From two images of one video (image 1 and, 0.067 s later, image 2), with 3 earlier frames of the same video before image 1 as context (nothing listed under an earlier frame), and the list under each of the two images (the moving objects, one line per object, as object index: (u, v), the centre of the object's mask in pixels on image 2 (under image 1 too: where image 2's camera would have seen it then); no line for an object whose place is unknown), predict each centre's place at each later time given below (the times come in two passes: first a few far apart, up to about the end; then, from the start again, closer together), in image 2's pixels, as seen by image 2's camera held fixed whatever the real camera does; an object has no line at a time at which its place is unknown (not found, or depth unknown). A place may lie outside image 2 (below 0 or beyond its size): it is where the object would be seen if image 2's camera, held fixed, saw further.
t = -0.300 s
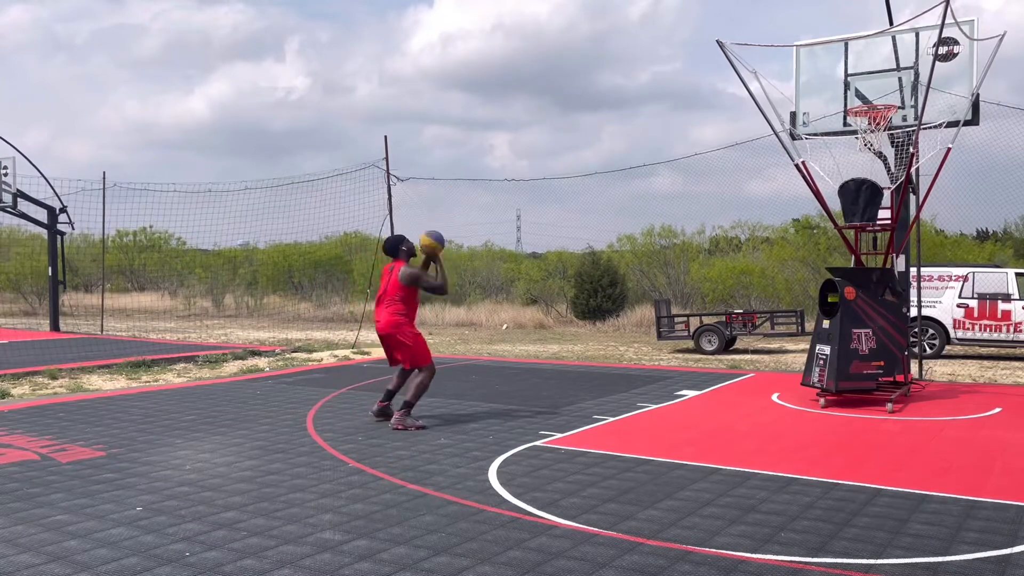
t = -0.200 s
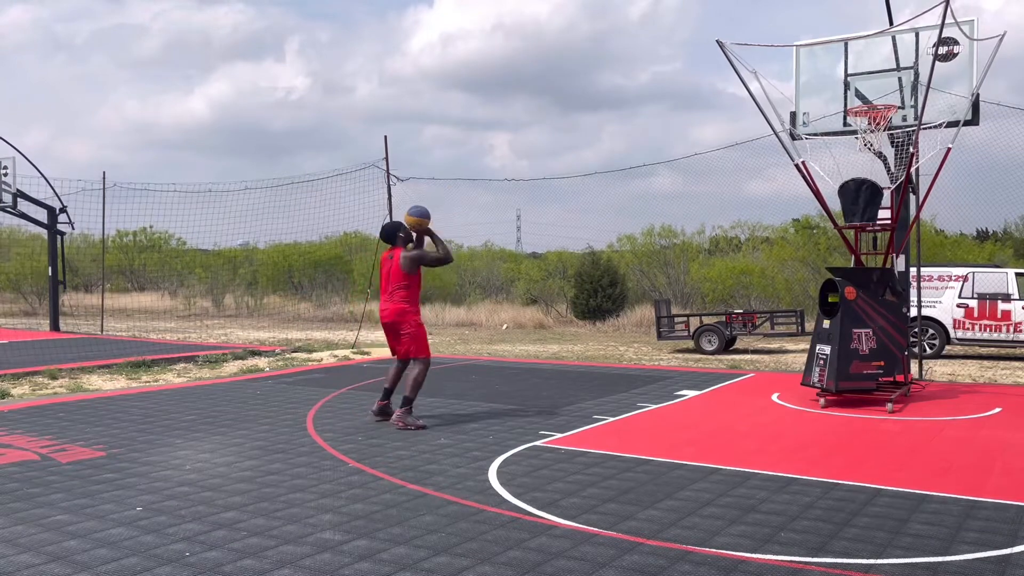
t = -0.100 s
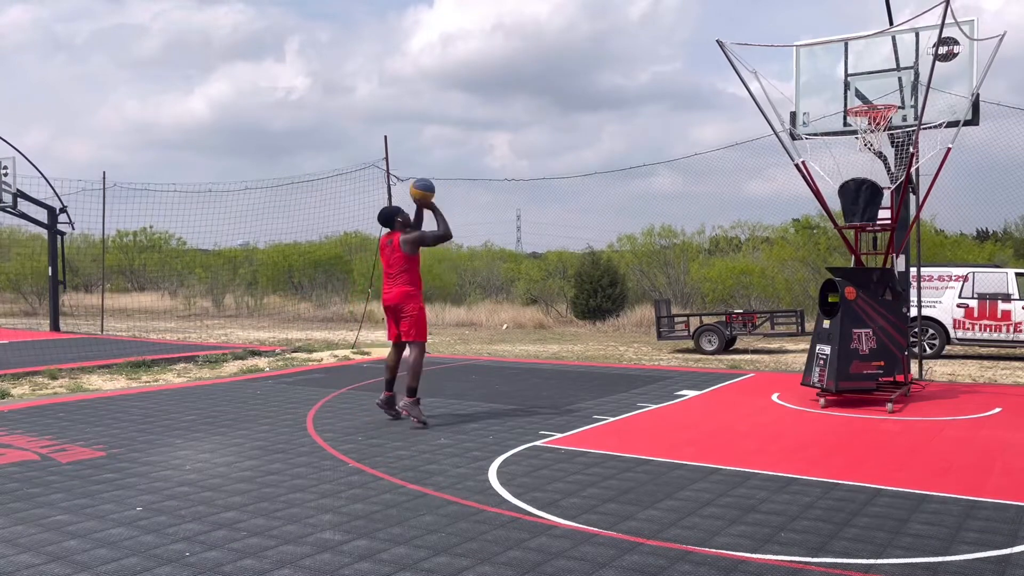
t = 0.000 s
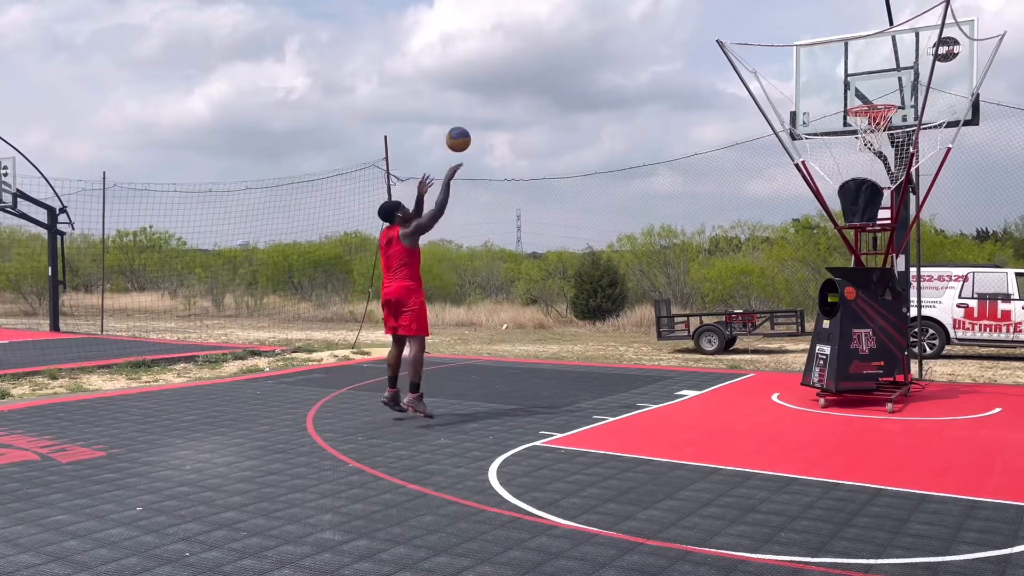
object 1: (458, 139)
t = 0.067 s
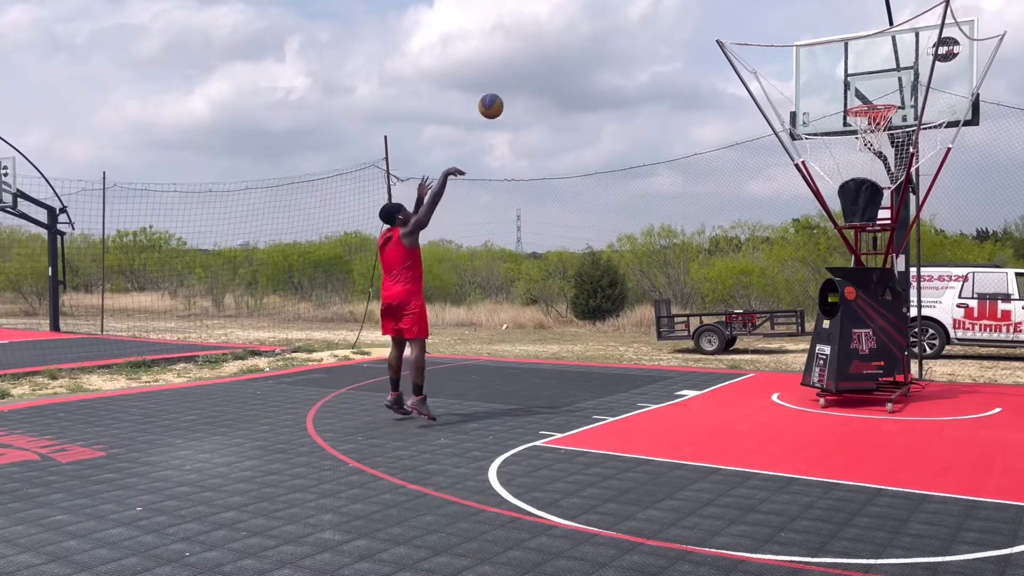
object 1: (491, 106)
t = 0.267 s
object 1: (585, 37)
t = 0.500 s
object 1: (687, 12)
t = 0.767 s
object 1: (794, 52)
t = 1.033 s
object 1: (833, 136)
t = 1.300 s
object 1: (837, 117)
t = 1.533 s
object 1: (860, 93)
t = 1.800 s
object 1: (855, 107)
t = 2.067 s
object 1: (853, 152)
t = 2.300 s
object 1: (852, 165)
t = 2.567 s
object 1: (855, 173)
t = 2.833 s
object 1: (854, 169)
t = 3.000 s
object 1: (857, 183)
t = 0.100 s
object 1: (507, 91)
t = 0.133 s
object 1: (523, 78)
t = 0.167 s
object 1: (539, 66)
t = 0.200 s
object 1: (554, 55)
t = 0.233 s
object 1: (570, 45)
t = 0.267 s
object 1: (585, 37)
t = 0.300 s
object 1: (601, 30)
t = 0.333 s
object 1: (615, 24)
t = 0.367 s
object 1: (630, 19)
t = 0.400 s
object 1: (645, 16)
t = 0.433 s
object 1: (659, 13)
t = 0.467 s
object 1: (673, 12)
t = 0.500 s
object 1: (687, 12)
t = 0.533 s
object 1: (701, 14)
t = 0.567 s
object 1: (715, 16)
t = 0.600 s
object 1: (729, 19)
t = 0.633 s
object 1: (742, 24)
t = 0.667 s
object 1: (755, 29)
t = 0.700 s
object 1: (768, 36)
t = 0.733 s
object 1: (781, 43)
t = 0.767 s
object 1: (794, 52)
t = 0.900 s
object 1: (843, 96)
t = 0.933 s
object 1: (852, 107)
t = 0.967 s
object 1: (846, 115)
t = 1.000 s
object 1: (840, 124)
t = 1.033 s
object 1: (833, 136)
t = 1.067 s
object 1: (827, 146)
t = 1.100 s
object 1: (822, 153)
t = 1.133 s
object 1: (818, 153)
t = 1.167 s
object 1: (820, 148)
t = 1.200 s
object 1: (823, 140)
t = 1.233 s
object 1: (828, 131)
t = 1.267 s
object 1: (833, 124)
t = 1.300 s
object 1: (837, 117)
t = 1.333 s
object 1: (842, 111)
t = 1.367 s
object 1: (847, 107)
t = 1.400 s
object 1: (851, 104)
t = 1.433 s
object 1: (857, 101)
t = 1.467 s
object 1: (860, 99)
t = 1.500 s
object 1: (860, 96)
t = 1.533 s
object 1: (860, 93)
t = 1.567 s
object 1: (859, 91)
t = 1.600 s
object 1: (858, 90)
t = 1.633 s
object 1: (858, 90)
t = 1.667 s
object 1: (858, 91)
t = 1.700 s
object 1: (857, 93)
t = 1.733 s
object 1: (856, 96)
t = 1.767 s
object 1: (856, 101)
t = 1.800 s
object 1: (855, 107)
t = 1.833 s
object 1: (854, 114)
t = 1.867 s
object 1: (853, 121)
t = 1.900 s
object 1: (853, 131)
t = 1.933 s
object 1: (853, 139)
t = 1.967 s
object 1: (853, 147)
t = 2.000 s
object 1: (854, 151)
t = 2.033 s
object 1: (853, 152)
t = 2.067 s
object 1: (853, 152)
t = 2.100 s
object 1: (852, 151)
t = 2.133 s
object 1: (852, 151)
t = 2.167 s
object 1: (852, 151)
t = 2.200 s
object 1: (853, 153)
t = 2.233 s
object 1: (853, 156)
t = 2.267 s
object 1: (853, 160)
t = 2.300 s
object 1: (852, 165)
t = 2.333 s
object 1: (853, 169)
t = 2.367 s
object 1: (852, 174)
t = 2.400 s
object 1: (851, 177)
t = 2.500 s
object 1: (853, 177)
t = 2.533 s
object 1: (855, 175)
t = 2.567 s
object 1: (855, 173)
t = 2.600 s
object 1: (856, 170)
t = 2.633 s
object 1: (855, 167)
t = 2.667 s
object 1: (855, 165)
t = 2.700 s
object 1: (855, 164)
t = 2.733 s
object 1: (855, 164)
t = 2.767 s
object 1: (855, 164)
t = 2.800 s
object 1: (855, 166)
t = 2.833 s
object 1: (854, 169)
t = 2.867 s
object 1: (854, 172)
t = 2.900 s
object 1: (854, 175)
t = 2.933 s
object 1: (854, 179)
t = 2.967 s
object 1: (855, 181)
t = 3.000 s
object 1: (857, 183)
